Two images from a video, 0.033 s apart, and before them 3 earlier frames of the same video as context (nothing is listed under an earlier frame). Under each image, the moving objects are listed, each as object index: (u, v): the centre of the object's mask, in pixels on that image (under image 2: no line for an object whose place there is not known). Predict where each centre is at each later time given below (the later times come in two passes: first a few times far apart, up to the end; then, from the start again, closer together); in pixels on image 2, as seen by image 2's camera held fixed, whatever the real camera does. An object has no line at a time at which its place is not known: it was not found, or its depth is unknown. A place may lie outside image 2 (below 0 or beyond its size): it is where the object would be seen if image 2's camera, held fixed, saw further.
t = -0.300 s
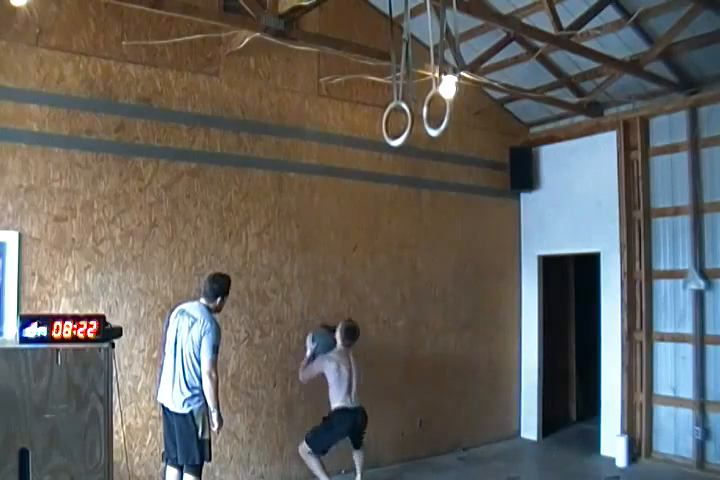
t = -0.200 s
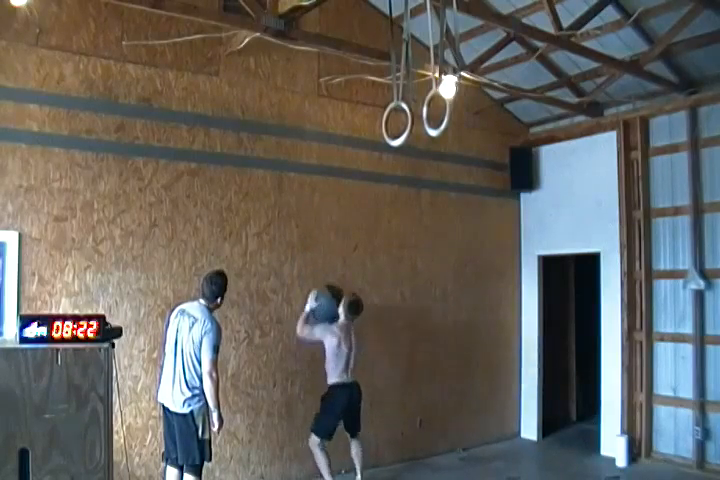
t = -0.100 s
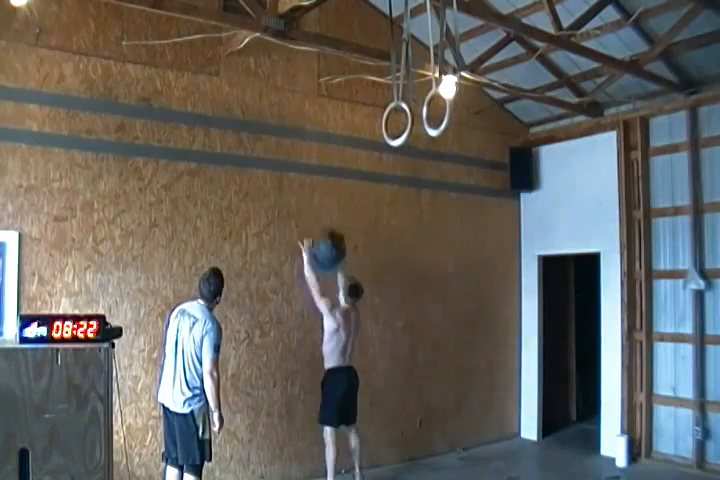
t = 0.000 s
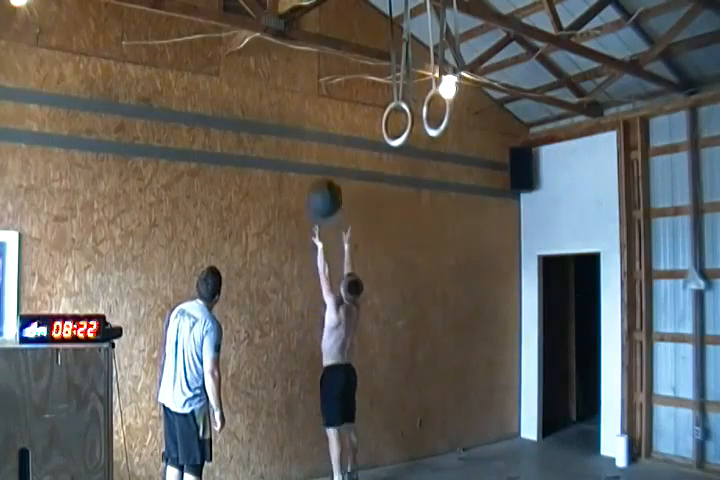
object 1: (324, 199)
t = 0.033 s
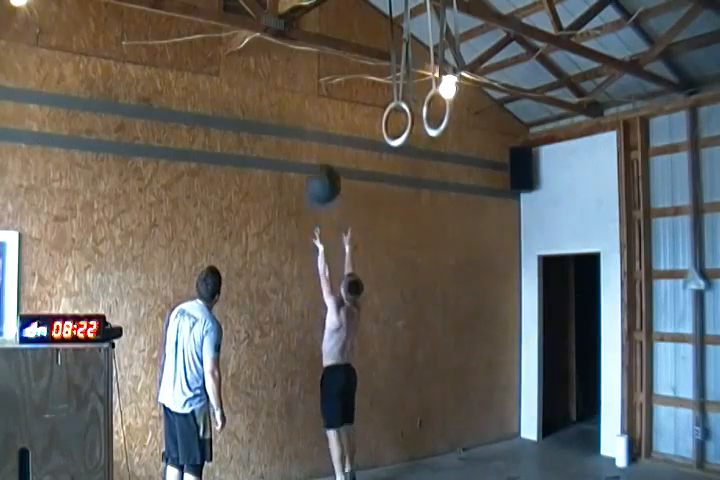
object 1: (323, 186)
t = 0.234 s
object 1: (316, 128)
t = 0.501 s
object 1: (311, 122)
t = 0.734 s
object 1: (314, 180)
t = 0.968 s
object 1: (316, 299)
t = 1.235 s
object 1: (321, 467)
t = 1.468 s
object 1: (326, 458)
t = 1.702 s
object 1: (328, 468)
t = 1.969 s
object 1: (327, 469)
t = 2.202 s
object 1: (327, 469)
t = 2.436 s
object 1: (327, 469)
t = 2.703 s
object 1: (327, 469)
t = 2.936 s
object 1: (327, 469)
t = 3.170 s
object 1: (327, 469)
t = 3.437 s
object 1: (326, 469)
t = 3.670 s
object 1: (326, 469)
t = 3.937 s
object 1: (326, 469)
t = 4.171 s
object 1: (327, 470)
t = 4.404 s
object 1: (327, 469)
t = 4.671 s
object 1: (327, 470)
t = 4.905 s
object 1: (327, 470)
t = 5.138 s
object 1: (327, 469)
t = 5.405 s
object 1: (326, 469)
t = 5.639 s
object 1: (327, 469)
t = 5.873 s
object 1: (327, 469)
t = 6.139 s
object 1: (327, 469)
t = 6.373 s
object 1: (326, 469)
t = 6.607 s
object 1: (327, 469)
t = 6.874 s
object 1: (327, 469)
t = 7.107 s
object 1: (327, 470)
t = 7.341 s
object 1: (327, 469)
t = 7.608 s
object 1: (327, 469)
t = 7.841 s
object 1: (327, 469)
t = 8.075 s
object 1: (327, 470)
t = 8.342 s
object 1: (327, 469)
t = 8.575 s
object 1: (327, 470)
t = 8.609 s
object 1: (327, 469)
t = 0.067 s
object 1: (321, 172)
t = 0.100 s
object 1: (320, 161)
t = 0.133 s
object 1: (320, 150)
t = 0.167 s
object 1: (317, 141)
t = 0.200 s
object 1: (317, 134)
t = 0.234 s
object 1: (316, 128)
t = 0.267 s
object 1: (314, 123)
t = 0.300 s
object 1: (313, 120)
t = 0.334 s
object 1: (312, 117)
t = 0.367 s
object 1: (311, 117)
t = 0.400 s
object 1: (310, 117)
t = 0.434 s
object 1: (311, 117)
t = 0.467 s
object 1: (310, 119)
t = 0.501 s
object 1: (311, 122)
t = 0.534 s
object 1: (312, 126)
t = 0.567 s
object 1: (312, 132)
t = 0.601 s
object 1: (313, 139)
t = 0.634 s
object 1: (314, 147)
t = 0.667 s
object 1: (314, 156)
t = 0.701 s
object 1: (314, 168)
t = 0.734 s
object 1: (314, 180)
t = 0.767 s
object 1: (316, 194)
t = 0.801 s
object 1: (314, 209)
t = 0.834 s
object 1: (314, 224)
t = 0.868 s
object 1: (316, 241)
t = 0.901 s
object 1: (317, 260)
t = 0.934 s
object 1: (315, 278)
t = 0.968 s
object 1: (316, 299)
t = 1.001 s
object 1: (316, 322)
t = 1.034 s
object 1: (315, 343)
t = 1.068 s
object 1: (316, 373)
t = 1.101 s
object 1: (318, 400)
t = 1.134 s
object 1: (319, 431)
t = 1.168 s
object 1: (319, 457)
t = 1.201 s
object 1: (321, 470)
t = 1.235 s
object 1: (321, 467)
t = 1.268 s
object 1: (321, 464)
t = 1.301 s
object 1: (321, 462)
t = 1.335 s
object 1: (323, 459)
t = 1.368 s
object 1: (323, 457)
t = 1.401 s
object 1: (324, 456)
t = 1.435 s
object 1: (325, 456)
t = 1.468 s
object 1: (326, 458)
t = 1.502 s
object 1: (326, 460)
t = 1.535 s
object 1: (327, 463)
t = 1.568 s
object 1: (328, 466)
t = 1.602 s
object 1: (328, 470)
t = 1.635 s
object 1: (329, 470)
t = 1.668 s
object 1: (329, 469)
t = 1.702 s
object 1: (328, 468)
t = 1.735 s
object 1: (328, 469)
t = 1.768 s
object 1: (328, 469)
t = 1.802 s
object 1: (328, 469)
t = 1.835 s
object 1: (328, 469)
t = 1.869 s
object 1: (328, 469)
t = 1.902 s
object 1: (328, 469)
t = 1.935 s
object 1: (328, 469)
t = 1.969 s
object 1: (327, 469)
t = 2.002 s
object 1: (327, 469)
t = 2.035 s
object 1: (327, 469)
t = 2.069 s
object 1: (327, 469)
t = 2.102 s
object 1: (327, 469)
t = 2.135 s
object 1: (327, 469)
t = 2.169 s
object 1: (327, 470)
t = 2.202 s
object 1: (327, 469)
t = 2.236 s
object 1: (327, 469)
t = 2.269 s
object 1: (327, 469)
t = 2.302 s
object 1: (327, 469)
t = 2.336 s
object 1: (327, 469)
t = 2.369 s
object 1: (327, 469)
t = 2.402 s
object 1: (327, 469)
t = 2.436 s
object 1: (327, 469)
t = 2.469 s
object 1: (327, 469)
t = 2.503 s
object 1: (327, 469)
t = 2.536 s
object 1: (327, 469)
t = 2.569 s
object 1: (327, 469)
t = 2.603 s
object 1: (327, 469)
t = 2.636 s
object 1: (327, 470)
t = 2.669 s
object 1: (327, 469)
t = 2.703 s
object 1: (327, 469)
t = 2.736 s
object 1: (327, 470)
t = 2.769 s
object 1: (327, 469)
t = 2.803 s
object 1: (327, 469)
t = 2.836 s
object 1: (326, 469)
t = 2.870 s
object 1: (326, 469)
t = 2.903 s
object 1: (327, 469)
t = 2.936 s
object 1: (327, 469)
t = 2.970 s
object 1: (327, 469)
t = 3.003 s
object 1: (327, 469)
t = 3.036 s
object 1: (327, 469)
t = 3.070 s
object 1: (326, 469)
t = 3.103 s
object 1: (326, 469)
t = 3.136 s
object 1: (326, 469)
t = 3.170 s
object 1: (327, 469)
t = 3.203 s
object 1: (327, 470)
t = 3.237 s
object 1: (327, 470)
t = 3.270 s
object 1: (326, 469)
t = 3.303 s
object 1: (327, 470)
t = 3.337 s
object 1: (327, 470)
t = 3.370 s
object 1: (327, 470)
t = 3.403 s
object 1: (326, 469)
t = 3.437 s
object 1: (326, 469)
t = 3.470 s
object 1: (326, 469)
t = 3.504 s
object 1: (326, 469)
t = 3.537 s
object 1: (327, 470)
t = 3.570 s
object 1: (327, 469)
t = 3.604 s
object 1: (326, 469)
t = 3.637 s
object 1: (326, 469)
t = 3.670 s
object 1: (326, 469)
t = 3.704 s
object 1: (327, 469)
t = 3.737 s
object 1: (327, 469)
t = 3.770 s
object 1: (326, 469)
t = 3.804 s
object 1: (326, 469)
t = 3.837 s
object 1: (326, 469)
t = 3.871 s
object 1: (327, 469)
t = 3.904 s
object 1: (326, 469)
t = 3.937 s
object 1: (326, 469)
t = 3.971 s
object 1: (326, 469)
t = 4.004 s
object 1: (326, 469)
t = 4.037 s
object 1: (326, 469)
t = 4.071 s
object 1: (327, 469)
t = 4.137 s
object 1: (327, 470)
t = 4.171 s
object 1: (327, 470)
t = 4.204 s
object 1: (327, 470)
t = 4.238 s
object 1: (327, 470)
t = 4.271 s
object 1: (327, 469)
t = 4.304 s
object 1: (327, 470)
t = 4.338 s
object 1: (327, 470)
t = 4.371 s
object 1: (327, 470)
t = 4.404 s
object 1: (327, 469)
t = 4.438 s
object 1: (327, 470)
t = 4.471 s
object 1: (327, 470)
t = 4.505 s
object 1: (327, 469)
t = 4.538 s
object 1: (327, 469)
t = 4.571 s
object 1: (327, 470)
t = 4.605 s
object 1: (327, 469)
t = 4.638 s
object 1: (327, 470)
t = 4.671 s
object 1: (327, 470)
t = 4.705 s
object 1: (327, 469)
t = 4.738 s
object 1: (327, 469)
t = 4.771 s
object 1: (327, 470)
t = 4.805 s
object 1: (327, 469)
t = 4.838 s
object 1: (327, 470)
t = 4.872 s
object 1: (327, 469)
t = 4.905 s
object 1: (327, 470)
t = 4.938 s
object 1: (327, 470)
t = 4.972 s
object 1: (327, 469)
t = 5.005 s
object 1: (327, 470)
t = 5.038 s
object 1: (326, 469)
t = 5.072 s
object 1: (326, 469)
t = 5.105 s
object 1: (327, 470)
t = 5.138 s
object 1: (327, 469)
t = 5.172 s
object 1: (327, 469)
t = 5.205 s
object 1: (327, 469)
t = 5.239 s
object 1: (327, 469)
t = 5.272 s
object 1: (327, 469)
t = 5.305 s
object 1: (327, 469)
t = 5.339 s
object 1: (326, 469)
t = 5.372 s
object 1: (327, 470)
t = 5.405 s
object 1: (326, 469)
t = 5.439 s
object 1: (327, 470)
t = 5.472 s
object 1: (327, 470)
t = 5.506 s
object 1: (327, 470)
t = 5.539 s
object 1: (327, 470)
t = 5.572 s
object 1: (326, 469)
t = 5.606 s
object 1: (327, 470)
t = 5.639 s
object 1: (327, 469)
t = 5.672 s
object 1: (327, 469)
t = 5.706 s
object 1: (327, 469)
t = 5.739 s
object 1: (327, 469)
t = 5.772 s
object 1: (327, 469)
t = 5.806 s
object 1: (327, 469)
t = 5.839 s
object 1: (327, 469)
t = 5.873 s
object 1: (327, 469)
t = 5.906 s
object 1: (327, 469)
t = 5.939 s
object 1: (327, 469)
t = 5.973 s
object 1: (327, 469)
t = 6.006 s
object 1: (327, 469)
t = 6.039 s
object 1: (327, 469)
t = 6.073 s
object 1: (327, 469)
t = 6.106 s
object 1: (327, 469)
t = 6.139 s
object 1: (327, 469)
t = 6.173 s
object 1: (327, 469)
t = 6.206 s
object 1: (327, 469)
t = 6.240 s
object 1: (327, 469)
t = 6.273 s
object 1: (327, 469)
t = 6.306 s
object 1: (327, 469)
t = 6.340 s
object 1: (327, 469)
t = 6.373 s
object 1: (326, 469)
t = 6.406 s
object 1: (326, 469)
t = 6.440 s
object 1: (327, 469)
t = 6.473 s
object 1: (326, 469)
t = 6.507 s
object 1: (326, 469)
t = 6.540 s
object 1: (327, 469)
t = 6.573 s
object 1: (327, 469)
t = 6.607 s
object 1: (327, 469)
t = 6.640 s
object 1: (327, 469)
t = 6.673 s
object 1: (327, 469)
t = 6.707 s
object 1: (327, 469)
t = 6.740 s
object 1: (327, 470)
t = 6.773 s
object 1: (327, 469)
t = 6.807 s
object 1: (327, 469)
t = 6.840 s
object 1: (327, 469)
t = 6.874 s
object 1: (327, 469)
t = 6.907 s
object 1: (327, 469)
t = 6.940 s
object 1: (327, 470)
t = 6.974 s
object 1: (327, 469)
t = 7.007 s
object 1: (327, 469)
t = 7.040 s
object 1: (327, 469)
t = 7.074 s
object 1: (327, 470)
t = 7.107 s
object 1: (327, 470)
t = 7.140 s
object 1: (327, 470)
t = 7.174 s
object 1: (327, 469)
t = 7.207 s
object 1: (327, 469)
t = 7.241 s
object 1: (327, 469)
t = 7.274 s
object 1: (327, 469)
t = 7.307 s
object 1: (327, 469)
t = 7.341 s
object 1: (327, 469)
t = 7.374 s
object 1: (327, 469)
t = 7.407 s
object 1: (327, 470)
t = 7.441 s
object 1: (327, 469)
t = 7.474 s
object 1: (327, 469)
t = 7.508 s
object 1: (327, 469)
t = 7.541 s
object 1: (327, 469)
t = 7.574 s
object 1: (327, 469)
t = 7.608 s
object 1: (327, 469)
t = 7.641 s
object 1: (327, 469)
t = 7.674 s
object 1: (327, 469)
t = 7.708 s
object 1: (327, 469)
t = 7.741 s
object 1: (327, 469)
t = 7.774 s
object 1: (327, 469)
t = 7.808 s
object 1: (327, 469)
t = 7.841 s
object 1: (327, 469)
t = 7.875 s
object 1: (327, 469)
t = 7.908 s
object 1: (327, 470)
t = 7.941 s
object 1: (326, 469)
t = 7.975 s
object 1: (327, 469)
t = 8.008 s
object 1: (327, 469)
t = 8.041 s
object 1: (327, 470)
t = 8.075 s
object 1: (327, 470)
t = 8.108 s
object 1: (326, 469)
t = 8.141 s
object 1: (327, 469)
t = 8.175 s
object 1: (327, 470)
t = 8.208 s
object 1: (327, 469)
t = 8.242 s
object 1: (327, 469)
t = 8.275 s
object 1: (327, 469)
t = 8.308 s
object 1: (327, 470)
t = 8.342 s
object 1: (327, 469)
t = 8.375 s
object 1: (327, 469)
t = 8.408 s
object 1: (327, 469)
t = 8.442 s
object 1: (327, 469)
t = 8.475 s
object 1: (327, 469)
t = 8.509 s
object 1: (327, 469)
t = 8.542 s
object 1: (327, 469)
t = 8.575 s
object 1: (327, 470)
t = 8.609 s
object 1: (327, 469)
